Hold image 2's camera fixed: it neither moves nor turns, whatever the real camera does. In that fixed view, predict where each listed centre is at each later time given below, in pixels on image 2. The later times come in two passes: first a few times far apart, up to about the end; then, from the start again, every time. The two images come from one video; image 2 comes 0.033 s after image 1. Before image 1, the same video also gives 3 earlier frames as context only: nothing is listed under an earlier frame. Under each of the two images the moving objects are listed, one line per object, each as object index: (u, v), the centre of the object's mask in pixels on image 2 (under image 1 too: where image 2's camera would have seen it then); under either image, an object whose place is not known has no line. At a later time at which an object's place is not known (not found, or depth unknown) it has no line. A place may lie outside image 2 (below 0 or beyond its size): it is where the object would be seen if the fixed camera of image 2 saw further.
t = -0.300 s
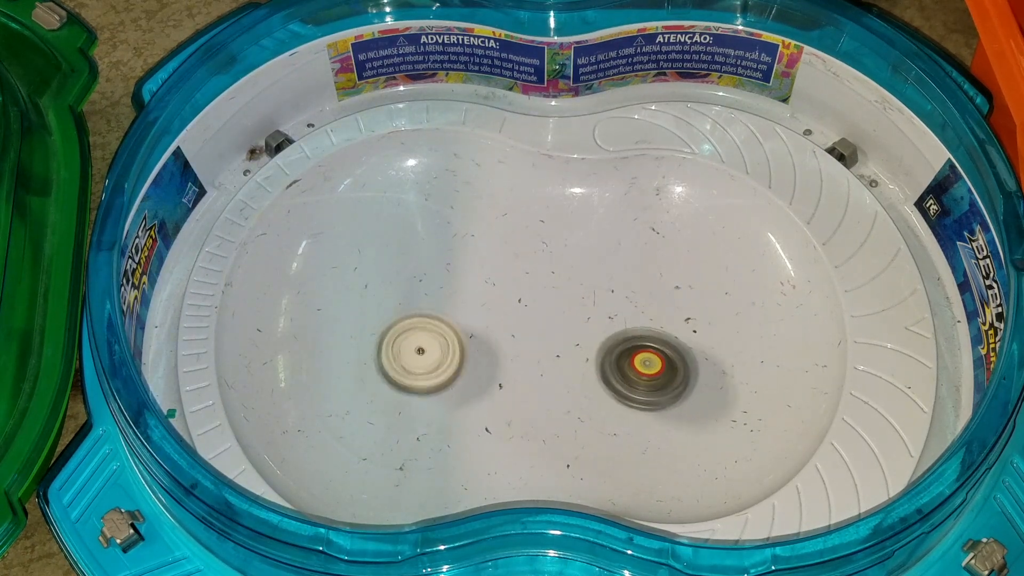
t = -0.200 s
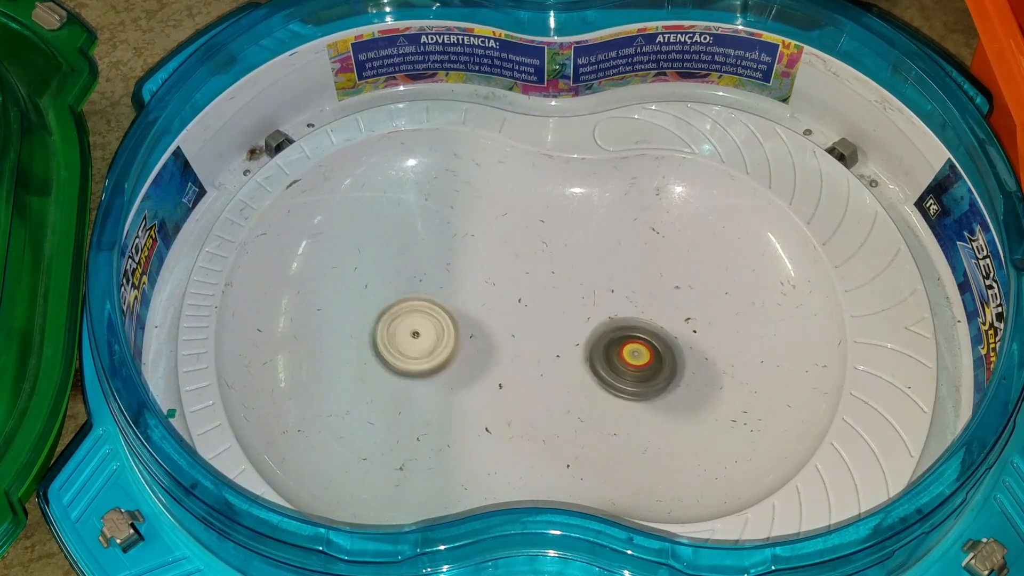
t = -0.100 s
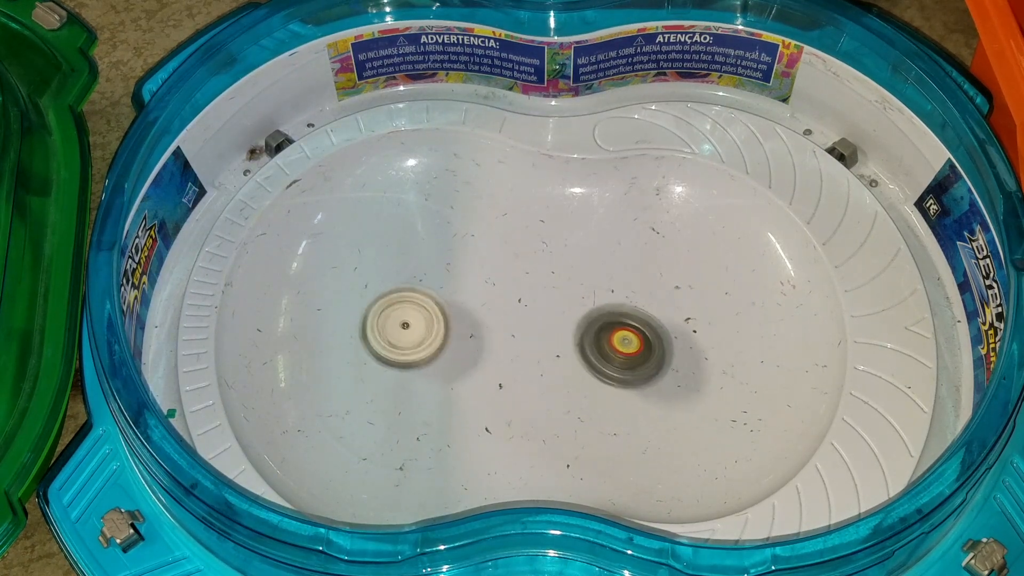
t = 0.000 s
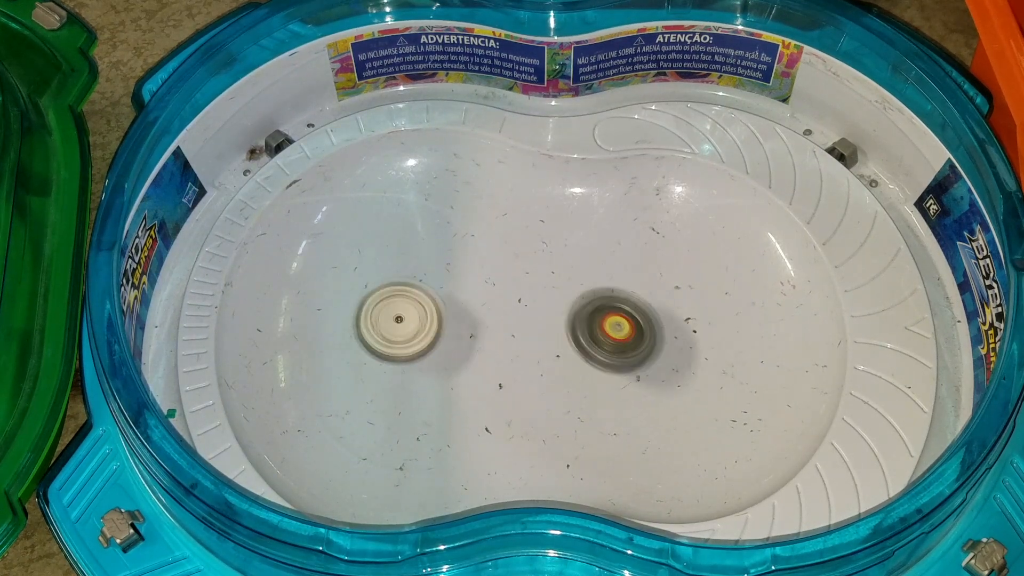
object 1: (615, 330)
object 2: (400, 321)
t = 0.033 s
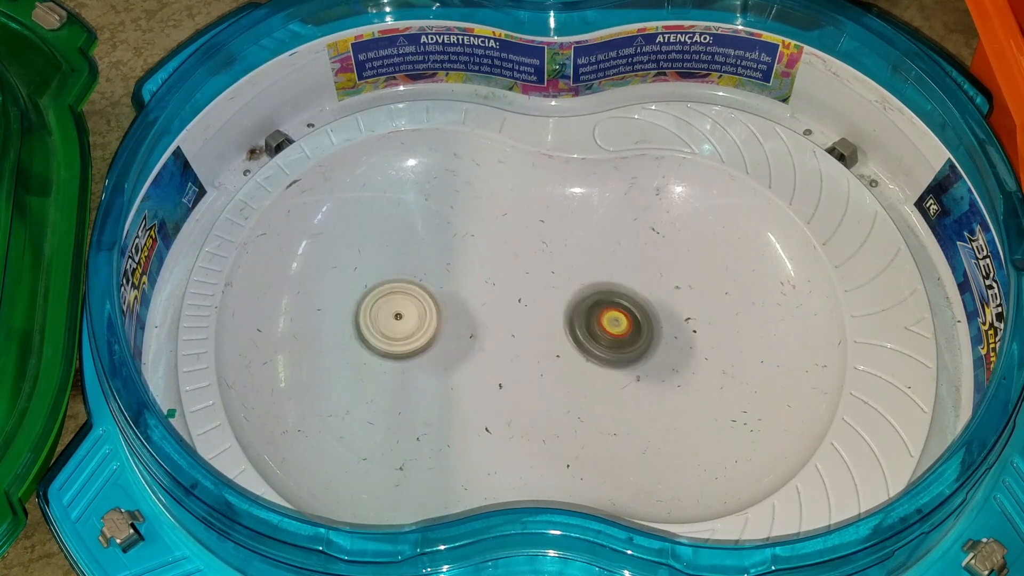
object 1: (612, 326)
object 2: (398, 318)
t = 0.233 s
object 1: (604, 294)
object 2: (395, 315)
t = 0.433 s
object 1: (603, 272)
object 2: (416, 314)
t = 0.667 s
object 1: (610, 273)
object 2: (433, 296)
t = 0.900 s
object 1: (625, 292)
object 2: (430, 283)
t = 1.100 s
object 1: (632, 318)
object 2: (433, 305)
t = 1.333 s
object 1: (630, 348)
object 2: (456, 325)
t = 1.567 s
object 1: (614, 366)
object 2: (490, 345)
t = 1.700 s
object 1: (614, 371)
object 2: (495, 351)
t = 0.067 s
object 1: (610, 320)
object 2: (397, 315)
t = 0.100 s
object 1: (608, 314)
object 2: (397, 313)
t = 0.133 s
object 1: (607, 309)
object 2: (396, 311)
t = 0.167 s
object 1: (605, 304)
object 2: (395, 312)
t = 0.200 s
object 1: (604, 299)
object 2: (394, 313)
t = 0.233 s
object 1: (604, 294)
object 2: (395, 315)
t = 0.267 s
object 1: (603, 289)
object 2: (397, 316)
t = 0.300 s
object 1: (603, 285)
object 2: (400, 315)
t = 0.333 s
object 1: (602, 281)
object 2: (403, 313)
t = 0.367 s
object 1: (602, 277)
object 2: (408, 314)
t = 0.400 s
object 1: (602, 274)
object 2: (412, 315)
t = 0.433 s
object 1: (603, 272)
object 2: (416, 314)
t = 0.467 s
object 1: (603, 270)
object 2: (420, 313)
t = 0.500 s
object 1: (603, 269)
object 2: (423, 311)
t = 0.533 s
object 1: (605, 269)
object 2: (426, 308)
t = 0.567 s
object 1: (606, 269)
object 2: (429, 305)
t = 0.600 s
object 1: (607, 270)
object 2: (431, 302)
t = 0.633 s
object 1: (609, 271)
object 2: (432, 299)
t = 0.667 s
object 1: (610, 273)
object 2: (433, 296)
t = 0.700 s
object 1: (612, 275)
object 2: (434, 292)
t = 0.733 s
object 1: (614, 276)
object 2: (434, 289)
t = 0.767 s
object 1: (616, 278)
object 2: (434, 286)
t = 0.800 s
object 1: (618, 281)
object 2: (434, 283)
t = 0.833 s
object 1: (621, 284)
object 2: (433, 282)
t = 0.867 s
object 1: (623, 288)
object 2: (432, 281)
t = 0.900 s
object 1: (625, 292)
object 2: (430, 283)
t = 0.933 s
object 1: (627, 296)
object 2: (429, 286)
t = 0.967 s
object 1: (628, 300)
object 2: (428, 289)
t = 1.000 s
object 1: (630, 304)
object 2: (428, 293)
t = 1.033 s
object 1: (631, 308)
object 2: (429, 298)
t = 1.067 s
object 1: (632, 313)
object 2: (431, 302)
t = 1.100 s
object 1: (632, 318)
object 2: (433, 305)
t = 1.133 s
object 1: (633, 322)
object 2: (436, 309)
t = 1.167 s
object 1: (633, 327)
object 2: (438, 313)
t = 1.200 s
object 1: (633, 331)
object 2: (442, 316)
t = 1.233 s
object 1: (633, 336)
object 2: (445, 318)
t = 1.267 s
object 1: (632, 340)
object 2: (447, 321)
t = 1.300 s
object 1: (631, 344)
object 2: (451, 324)
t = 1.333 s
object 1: (630, 348)
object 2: (456, 325)
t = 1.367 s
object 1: (628, 351)
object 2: (463, 327)
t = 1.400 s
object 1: (626, 354)
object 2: (468, 330)
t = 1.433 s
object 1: (624, 357)
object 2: (471, 334)
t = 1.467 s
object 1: (621, 360)
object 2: (475, 337)
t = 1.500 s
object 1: (619, 363)
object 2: (479, 340)
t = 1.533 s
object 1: (616, 365)
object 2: (485, 342)
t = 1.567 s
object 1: (614, 366)
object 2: (490, 345)
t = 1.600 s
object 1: (610, 367)
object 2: (495, 348)
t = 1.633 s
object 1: (607, 367)
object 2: (499, 351)
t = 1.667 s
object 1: (604, 366)
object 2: (504, 355)
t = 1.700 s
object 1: (614, 371)
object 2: (495, 351)
